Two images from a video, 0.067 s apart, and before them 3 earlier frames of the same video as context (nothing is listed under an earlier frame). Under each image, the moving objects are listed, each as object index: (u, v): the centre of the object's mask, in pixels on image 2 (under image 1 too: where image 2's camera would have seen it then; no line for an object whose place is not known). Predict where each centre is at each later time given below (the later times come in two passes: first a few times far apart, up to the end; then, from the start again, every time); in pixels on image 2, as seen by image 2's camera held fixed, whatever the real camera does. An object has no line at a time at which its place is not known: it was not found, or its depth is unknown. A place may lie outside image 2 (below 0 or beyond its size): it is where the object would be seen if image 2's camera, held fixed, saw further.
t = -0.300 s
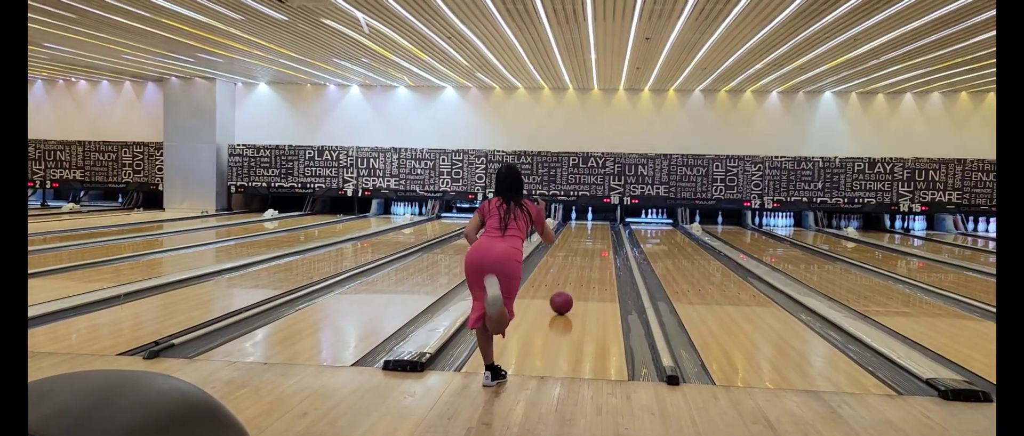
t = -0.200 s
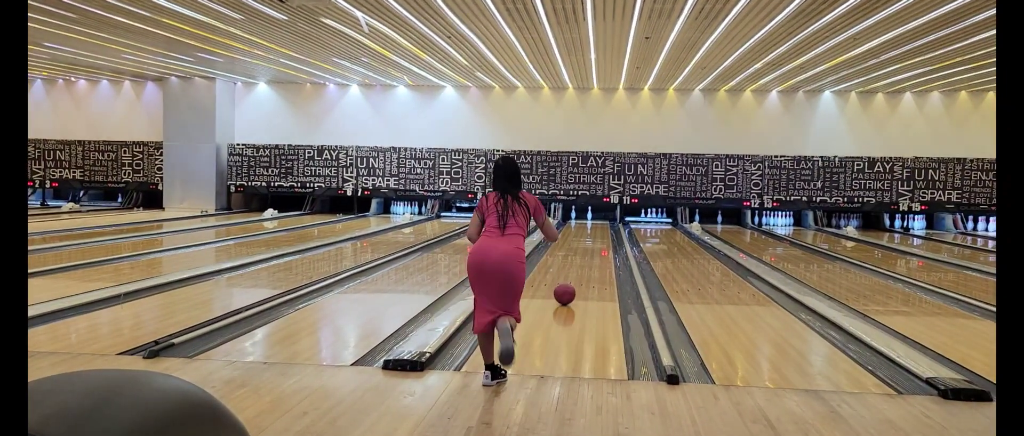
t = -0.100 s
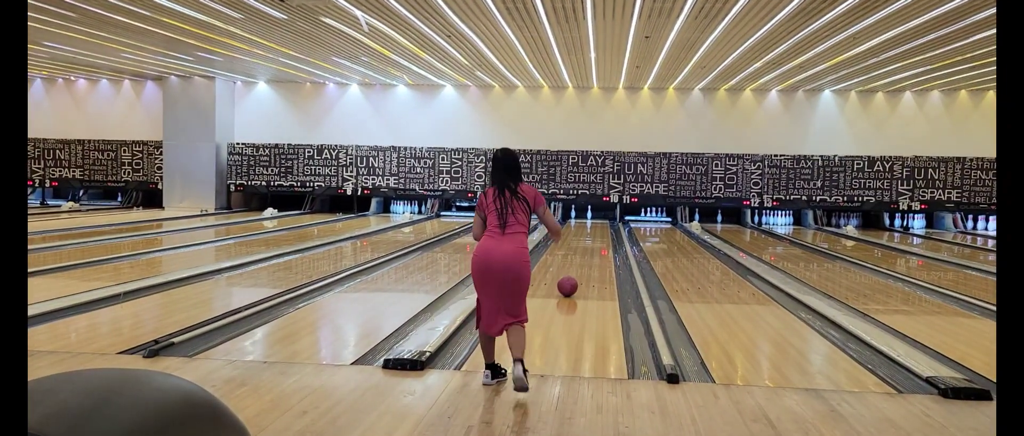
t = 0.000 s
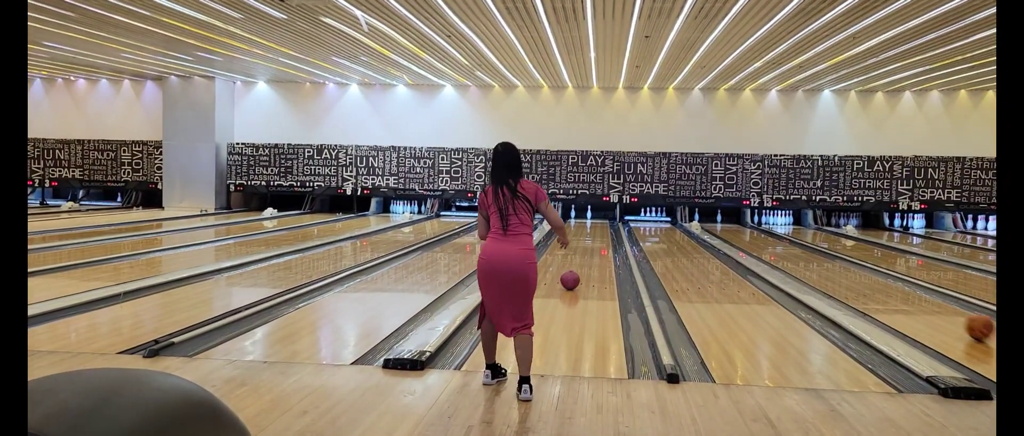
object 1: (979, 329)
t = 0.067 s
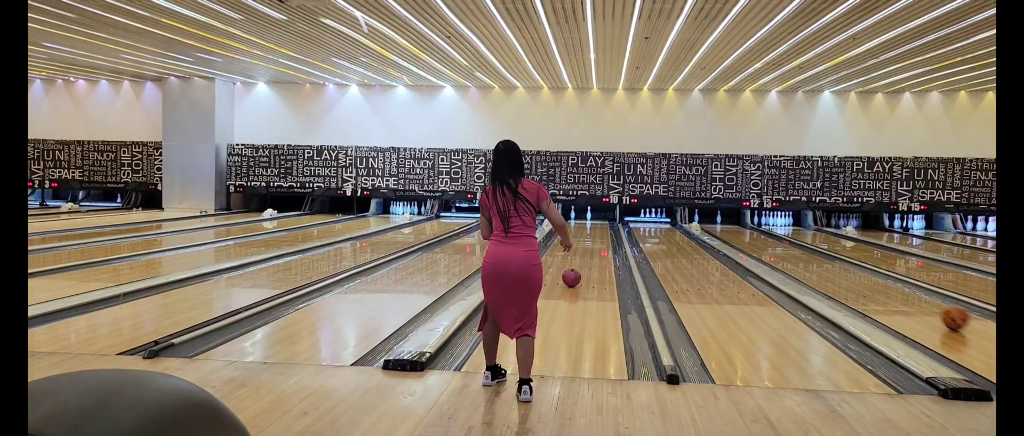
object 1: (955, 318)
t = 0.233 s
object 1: (906, 298)
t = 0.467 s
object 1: (856, 278)
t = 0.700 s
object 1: (822, 263)
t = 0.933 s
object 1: (796, 253)
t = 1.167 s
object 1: (775, 244)
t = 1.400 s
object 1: (759, 238)
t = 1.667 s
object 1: (743, 231)
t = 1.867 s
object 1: (733, 227)
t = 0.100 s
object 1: (944, 313)
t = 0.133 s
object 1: (934, 309)
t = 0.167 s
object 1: (924, 305)
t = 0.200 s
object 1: (914, 301)
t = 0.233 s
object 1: (906, 298)
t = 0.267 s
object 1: (898, 295)
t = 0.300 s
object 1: (890, 291)
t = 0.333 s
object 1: (883, 288)
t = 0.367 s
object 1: (875, 285)
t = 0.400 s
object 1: (869, 283)
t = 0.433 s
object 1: (863, 281)
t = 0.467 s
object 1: (856, 278)
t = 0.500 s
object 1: (851, 276)
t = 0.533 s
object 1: (846, 273)
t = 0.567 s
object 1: (841, 272)
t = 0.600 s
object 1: (835, 269)
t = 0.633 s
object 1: (831, 266)
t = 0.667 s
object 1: (827, 264)
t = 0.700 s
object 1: (822, 263)
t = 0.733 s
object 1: (818, 262)
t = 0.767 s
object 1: (814, 260)
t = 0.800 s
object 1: (811, 258)
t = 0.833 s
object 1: (806, 257)
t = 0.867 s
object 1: (803, 255)
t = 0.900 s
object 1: (799, 254)
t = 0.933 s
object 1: (796, 253)
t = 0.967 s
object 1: (792, 251)
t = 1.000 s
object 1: (789, 250)
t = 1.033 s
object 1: (787, 248)
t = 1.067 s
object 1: (784, 247)
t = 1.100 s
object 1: (781, 246)
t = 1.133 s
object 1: (778, 245)
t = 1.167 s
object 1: (775, 244)
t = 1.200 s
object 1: (773, 243)
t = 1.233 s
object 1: (770, 242)
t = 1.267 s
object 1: (768, 242)
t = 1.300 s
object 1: (766, 241)
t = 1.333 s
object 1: (763, 239)
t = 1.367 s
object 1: (761, 239)
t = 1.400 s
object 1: (759, 238)
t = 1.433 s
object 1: (756, 237)
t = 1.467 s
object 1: (755, 236)
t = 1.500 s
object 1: (753, 235)
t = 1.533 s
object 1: (750, 234)
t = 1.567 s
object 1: (749, 234)
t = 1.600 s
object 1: (747, 233)
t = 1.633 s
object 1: (746, 232)
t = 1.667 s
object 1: (743, 231)
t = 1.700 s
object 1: (742, 230)
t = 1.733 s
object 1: (740, 229)
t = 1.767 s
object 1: (738, 229)
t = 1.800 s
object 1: (736, 228)
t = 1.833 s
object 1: (735, 228)
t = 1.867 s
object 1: (733, 227)
